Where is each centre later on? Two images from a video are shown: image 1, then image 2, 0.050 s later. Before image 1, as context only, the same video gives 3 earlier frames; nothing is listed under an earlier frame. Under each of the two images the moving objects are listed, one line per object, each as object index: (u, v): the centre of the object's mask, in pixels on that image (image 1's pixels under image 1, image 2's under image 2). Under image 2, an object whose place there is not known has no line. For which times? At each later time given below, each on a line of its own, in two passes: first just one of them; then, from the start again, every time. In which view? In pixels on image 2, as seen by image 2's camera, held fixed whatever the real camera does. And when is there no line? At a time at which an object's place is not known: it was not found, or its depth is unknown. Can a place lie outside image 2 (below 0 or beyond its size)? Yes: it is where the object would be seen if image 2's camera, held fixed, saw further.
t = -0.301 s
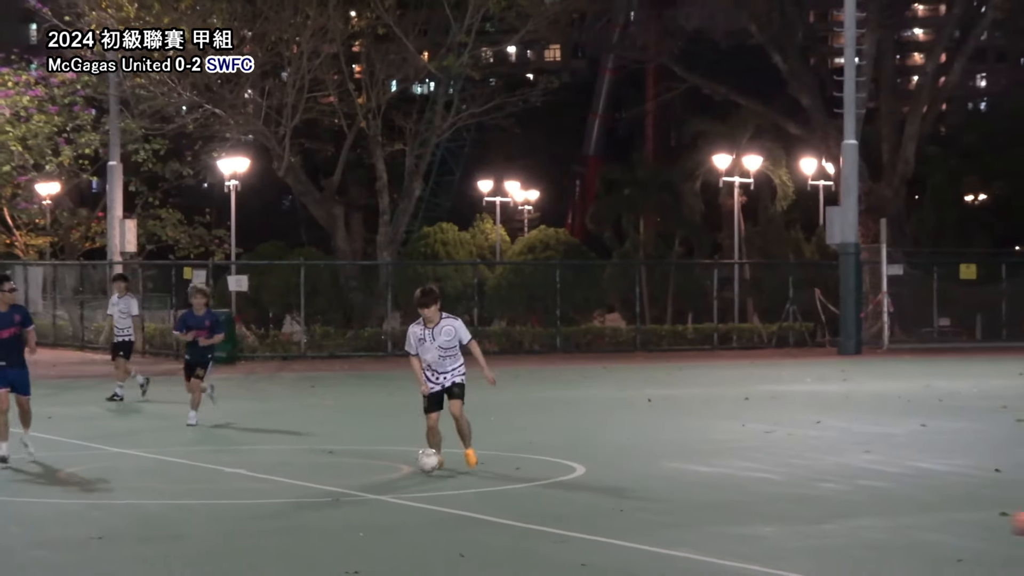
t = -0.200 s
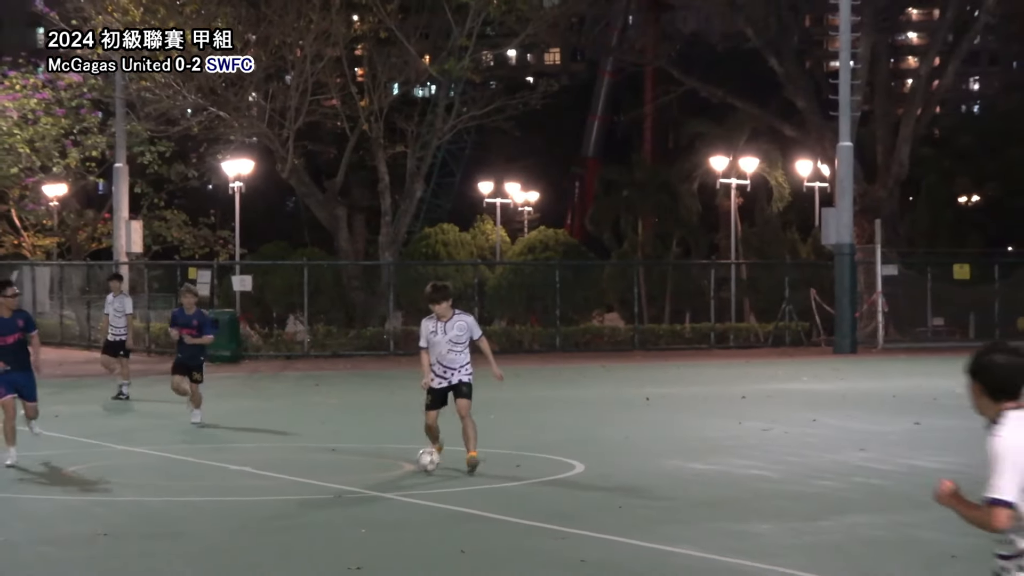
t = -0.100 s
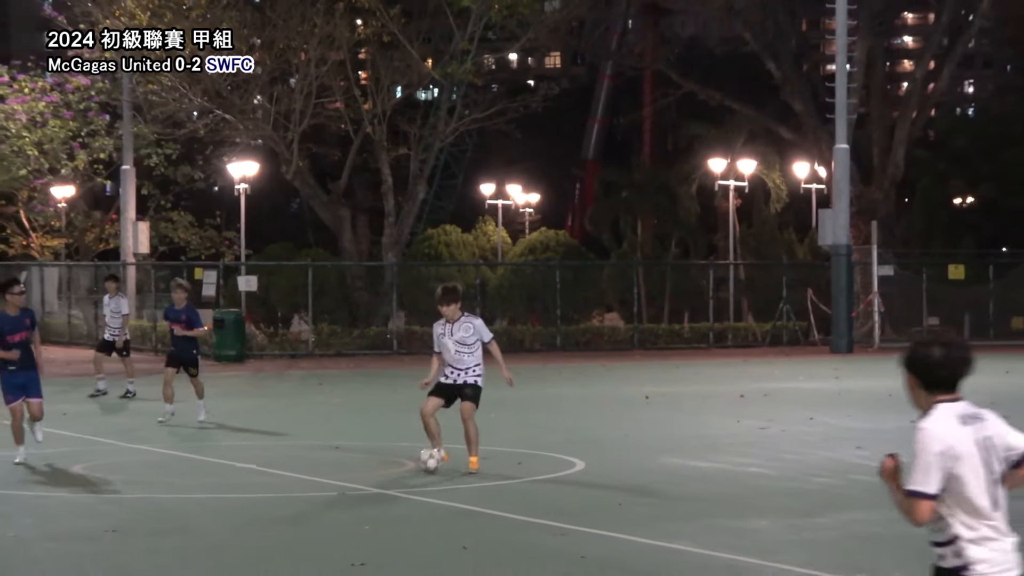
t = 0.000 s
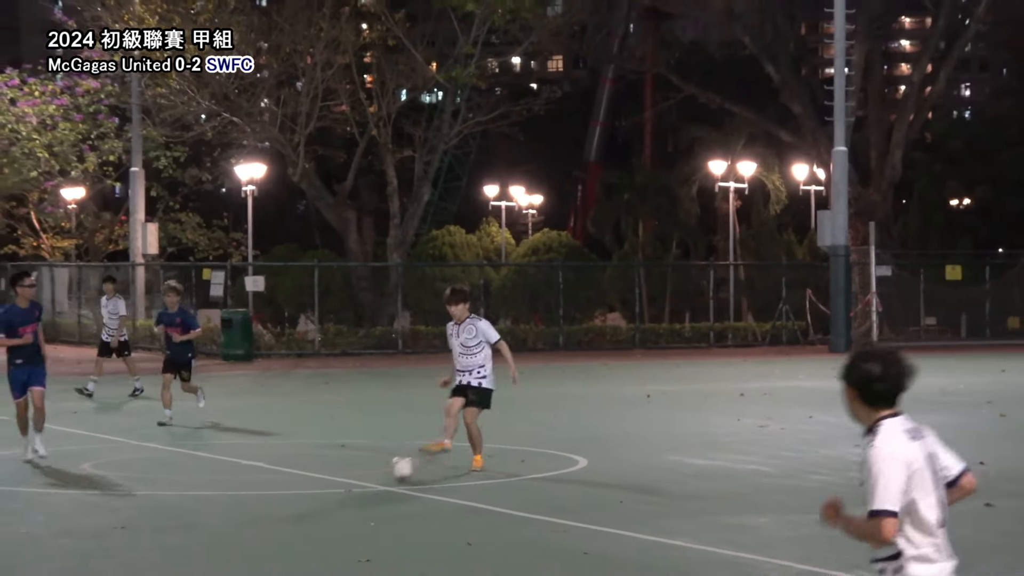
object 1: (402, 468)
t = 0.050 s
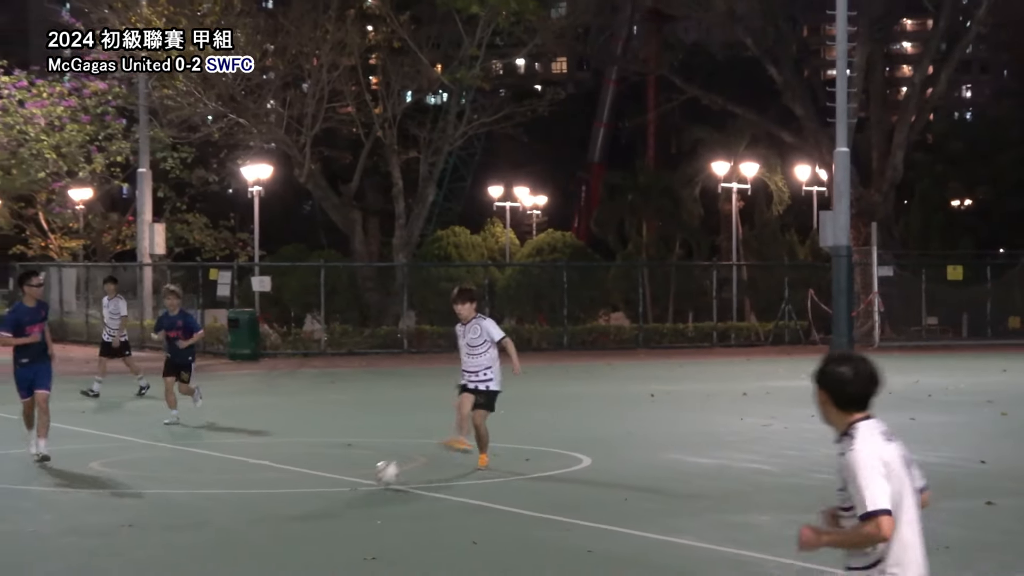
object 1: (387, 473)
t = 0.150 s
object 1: (341, 486)
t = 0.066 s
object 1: (379, 475)
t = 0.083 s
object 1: (371, 478)
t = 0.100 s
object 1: (364, 482)
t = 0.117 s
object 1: (355, 483)
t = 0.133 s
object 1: (348, 485)
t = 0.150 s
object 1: (341, 486)
